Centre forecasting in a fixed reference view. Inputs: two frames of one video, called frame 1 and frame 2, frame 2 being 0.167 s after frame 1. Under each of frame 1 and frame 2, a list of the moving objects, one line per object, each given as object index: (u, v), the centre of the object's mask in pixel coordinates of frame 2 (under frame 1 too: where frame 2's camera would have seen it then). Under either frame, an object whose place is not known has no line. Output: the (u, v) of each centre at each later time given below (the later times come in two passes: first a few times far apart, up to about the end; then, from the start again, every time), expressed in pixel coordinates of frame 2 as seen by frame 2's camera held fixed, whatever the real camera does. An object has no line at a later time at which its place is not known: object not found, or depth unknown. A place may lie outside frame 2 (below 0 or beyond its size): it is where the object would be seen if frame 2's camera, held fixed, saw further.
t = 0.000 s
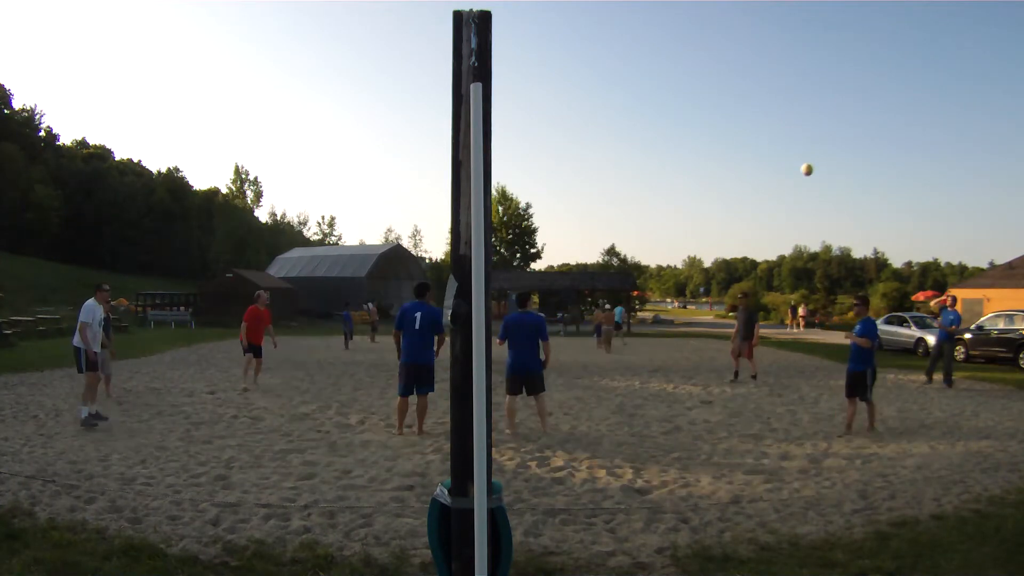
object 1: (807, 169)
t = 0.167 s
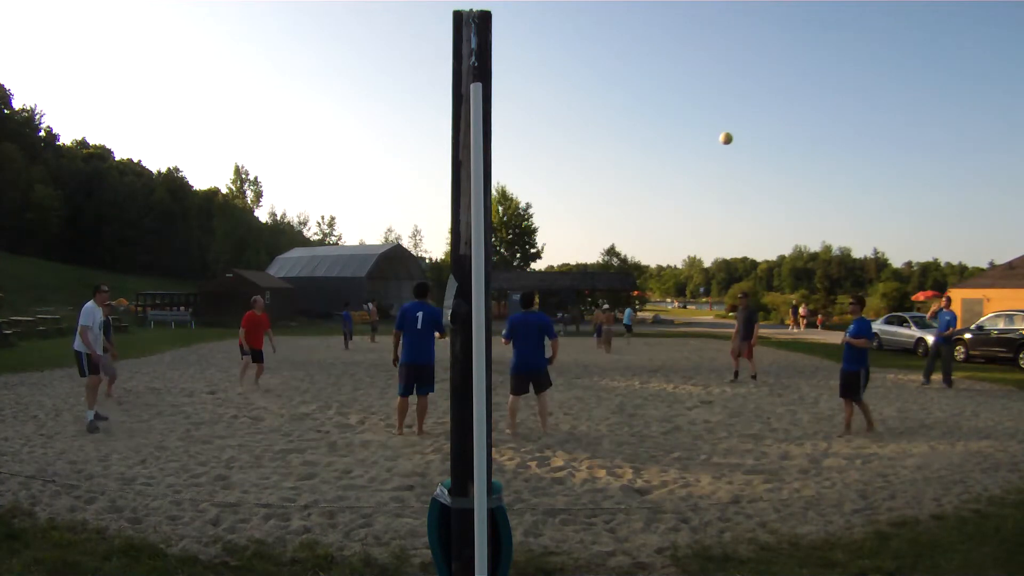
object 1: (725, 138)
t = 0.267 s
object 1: (674, 128)
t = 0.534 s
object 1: (528, 135)
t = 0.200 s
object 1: (708, 134)
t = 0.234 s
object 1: (691, 131)
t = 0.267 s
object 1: (674, 128)
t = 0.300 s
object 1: (656, 126)
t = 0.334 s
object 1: (638, 125)
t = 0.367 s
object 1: (620, 124)
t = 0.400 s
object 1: (602, 125)
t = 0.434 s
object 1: (584, 126)
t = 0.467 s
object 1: (566, 128)
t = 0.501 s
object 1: (547, 131)
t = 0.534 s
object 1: (528, 135)
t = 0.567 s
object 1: (510, 139)
